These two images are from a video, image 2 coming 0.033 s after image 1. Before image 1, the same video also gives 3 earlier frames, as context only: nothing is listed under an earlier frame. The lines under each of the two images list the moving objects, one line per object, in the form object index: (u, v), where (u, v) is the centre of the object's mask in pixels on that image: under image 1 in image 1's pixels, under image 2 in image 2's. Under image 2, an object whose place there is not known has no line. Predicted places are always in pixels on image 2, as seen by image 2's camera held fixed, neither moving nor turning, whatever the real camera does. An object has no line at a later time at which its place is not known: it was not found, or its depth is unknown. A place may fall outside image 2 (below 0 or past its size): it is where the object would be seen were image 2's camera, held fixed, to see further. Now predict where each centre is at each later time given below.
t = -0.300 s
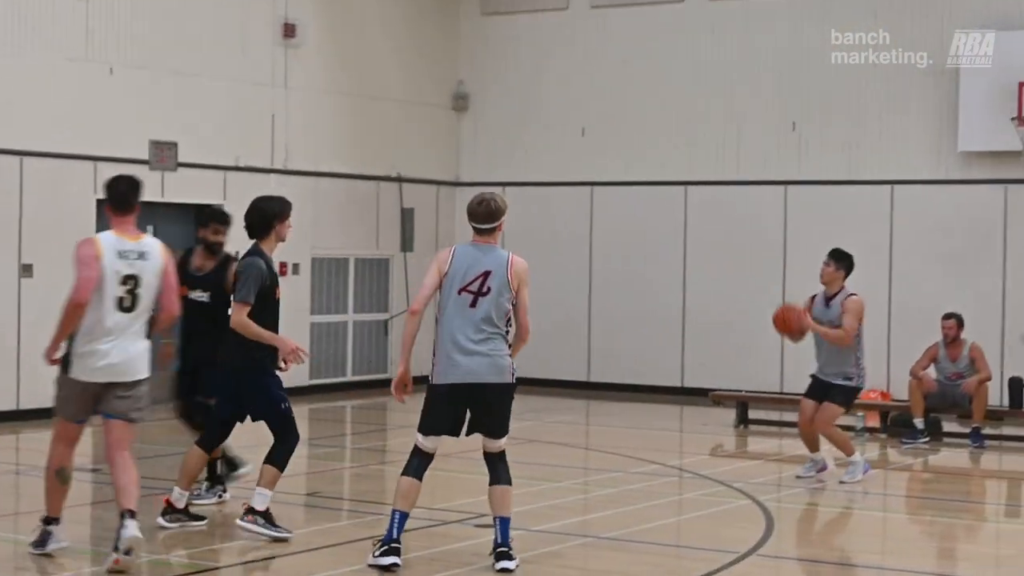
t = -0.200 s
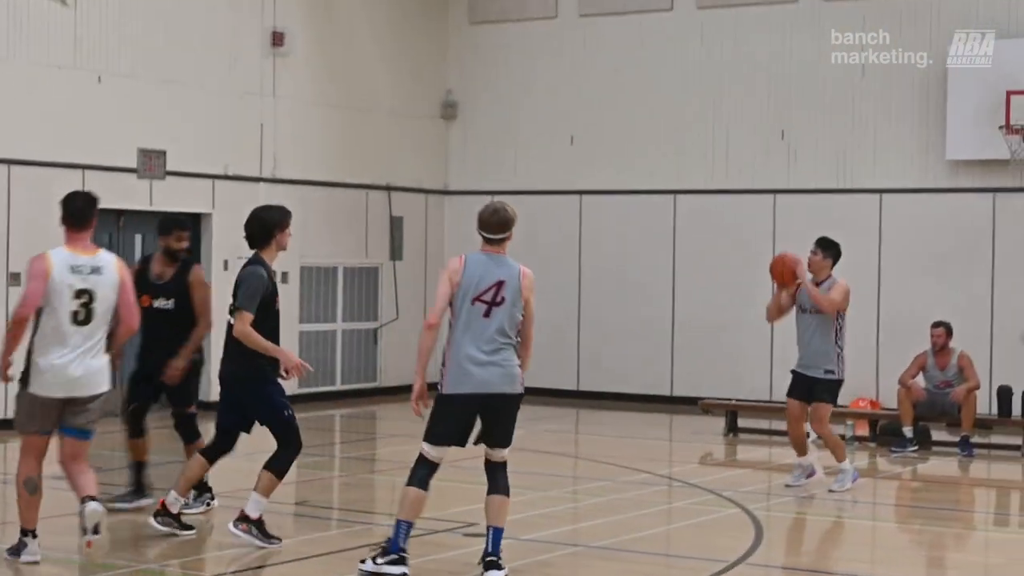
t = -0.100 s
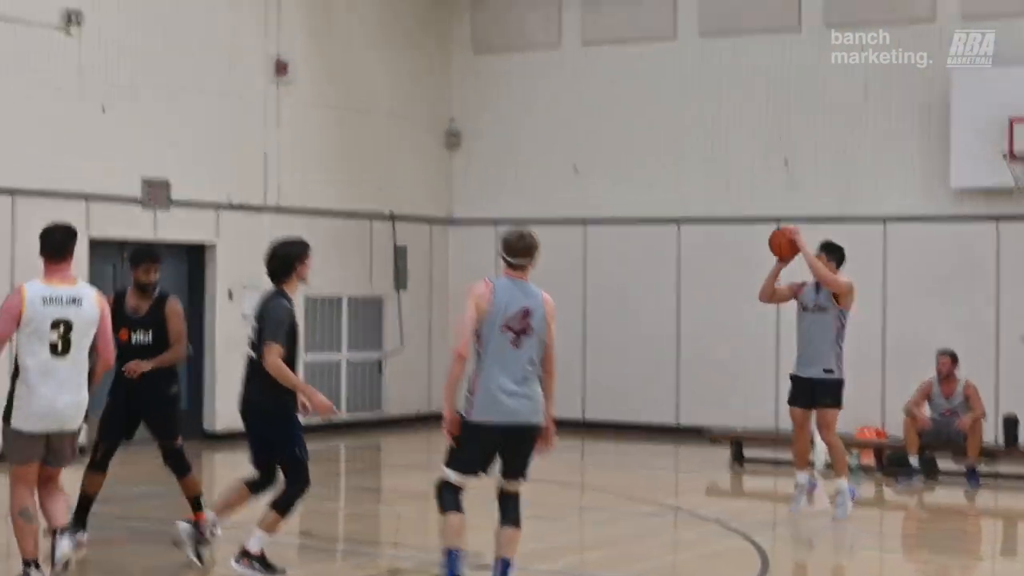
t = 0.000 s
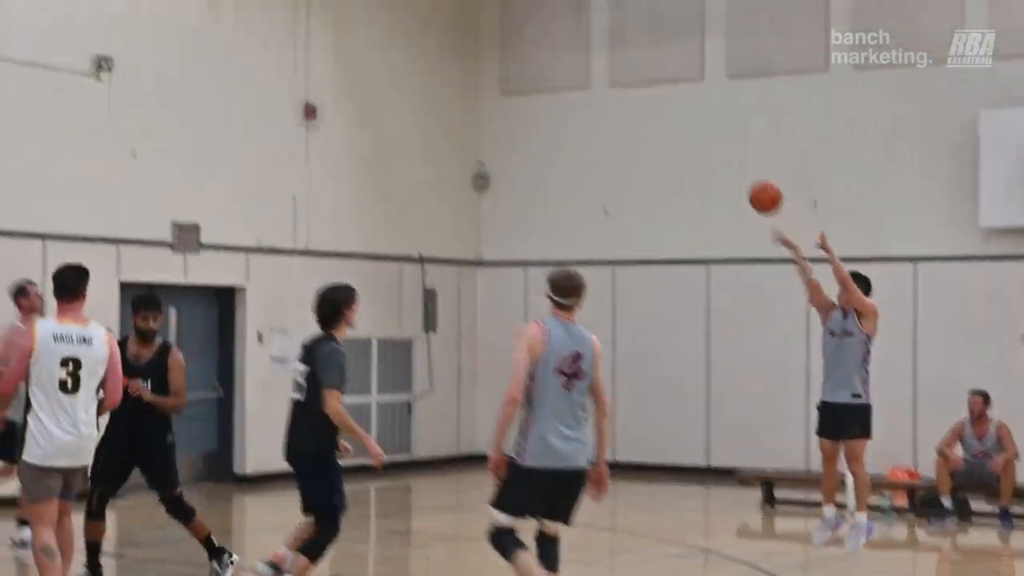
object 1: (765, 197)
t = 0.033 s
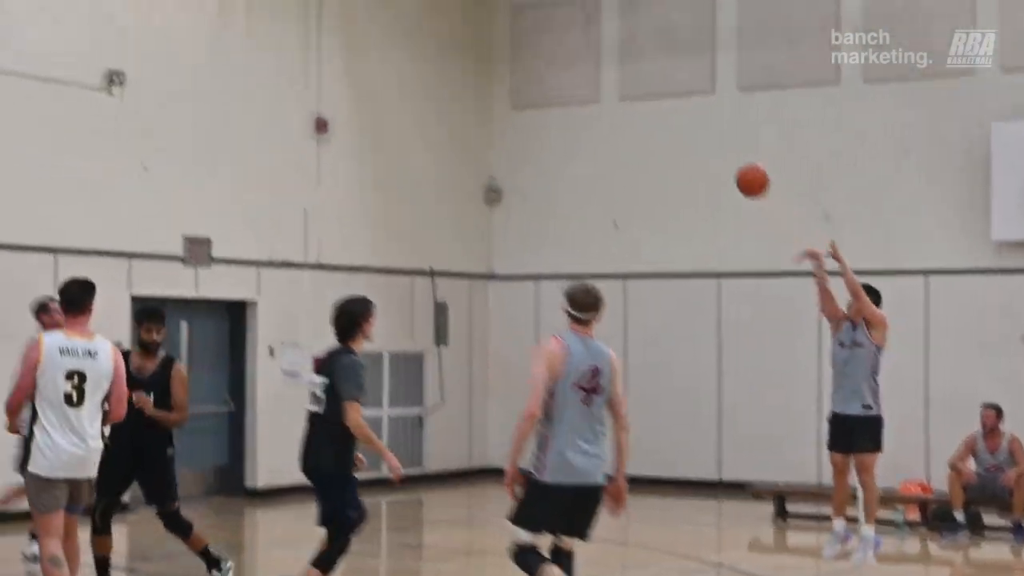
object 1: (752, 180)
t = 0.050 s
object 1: (740, 166)
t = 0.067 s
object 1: (728, 151)
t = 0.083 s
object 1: (716, 138)
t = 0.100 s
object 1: (704, 125)
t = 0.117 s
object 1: (692, 113)
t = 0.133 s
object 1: (680, 99)
